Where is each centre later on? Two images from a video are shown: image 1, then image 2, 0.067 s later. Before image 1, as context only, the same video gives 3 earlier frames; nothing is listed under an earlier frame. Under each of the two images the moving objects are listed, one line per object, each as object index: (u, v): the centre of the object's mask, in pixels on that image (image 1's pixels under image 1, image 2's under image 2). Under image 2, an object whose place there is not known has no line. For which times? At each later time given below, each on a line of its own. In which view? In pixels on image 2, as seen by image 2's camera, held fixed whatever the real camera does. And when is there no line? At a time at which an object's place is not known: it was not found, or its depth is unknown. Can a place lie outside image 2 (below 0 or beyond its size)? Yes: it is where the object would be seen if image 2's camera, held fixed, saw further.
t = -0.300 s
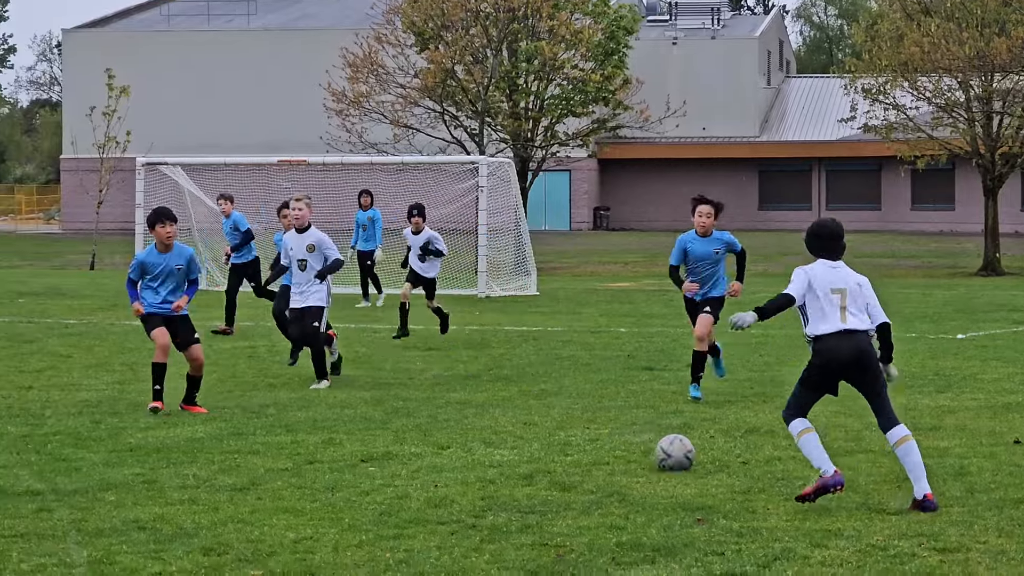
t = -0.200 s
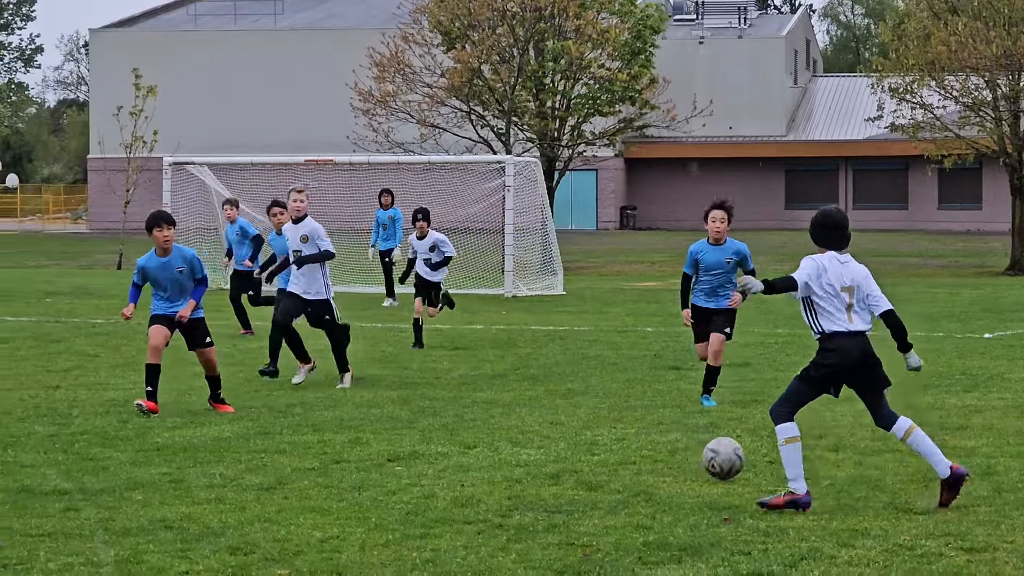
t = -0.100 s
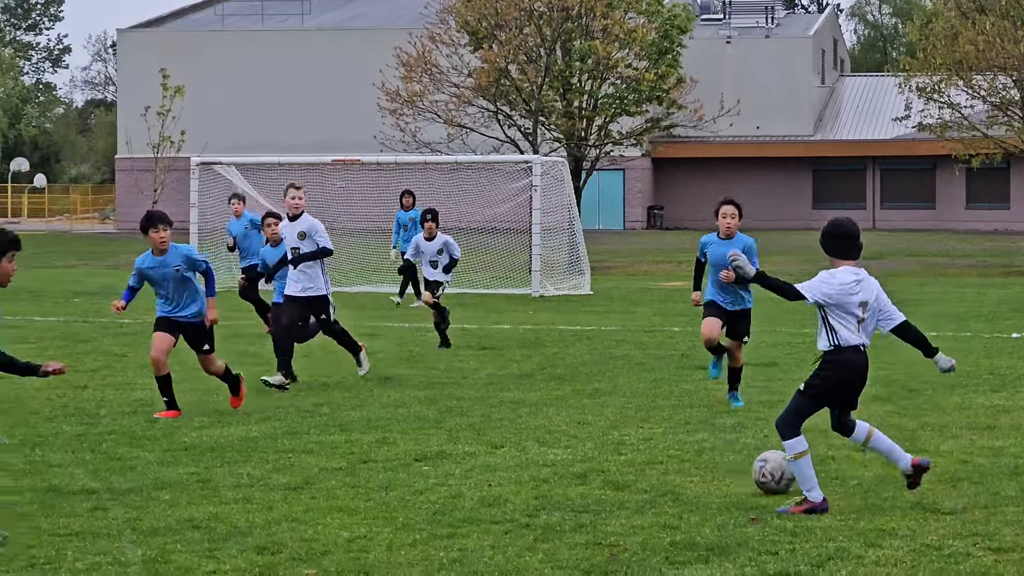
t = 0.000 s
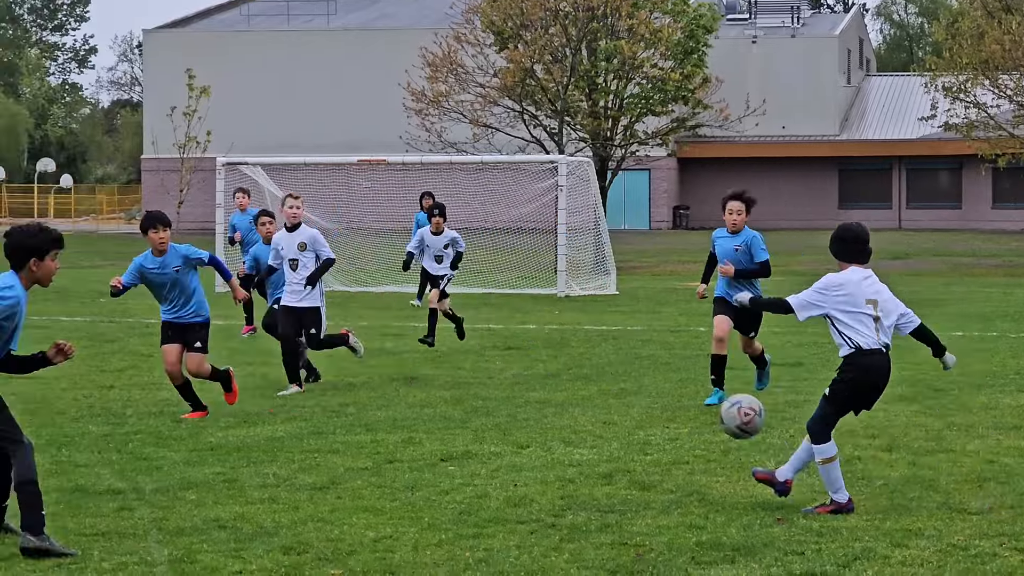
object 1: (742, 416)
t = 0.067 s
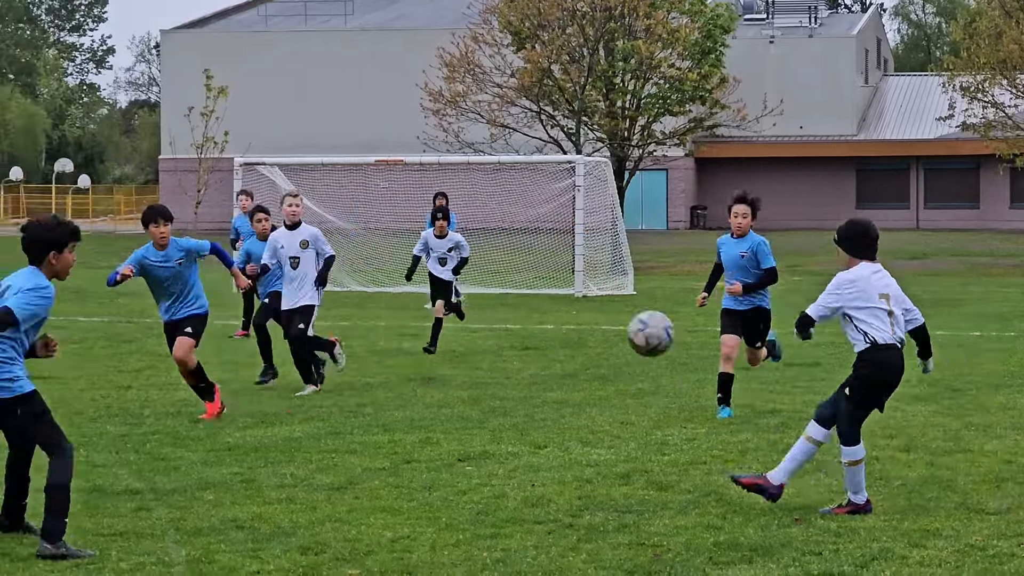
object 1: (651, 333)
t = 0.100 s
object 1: (599, 296)
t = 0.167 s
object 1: (495, 226)
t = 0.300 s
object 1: (260, 109)
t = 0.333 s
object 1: (199, 85)
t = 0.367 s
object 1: (139, 64)
